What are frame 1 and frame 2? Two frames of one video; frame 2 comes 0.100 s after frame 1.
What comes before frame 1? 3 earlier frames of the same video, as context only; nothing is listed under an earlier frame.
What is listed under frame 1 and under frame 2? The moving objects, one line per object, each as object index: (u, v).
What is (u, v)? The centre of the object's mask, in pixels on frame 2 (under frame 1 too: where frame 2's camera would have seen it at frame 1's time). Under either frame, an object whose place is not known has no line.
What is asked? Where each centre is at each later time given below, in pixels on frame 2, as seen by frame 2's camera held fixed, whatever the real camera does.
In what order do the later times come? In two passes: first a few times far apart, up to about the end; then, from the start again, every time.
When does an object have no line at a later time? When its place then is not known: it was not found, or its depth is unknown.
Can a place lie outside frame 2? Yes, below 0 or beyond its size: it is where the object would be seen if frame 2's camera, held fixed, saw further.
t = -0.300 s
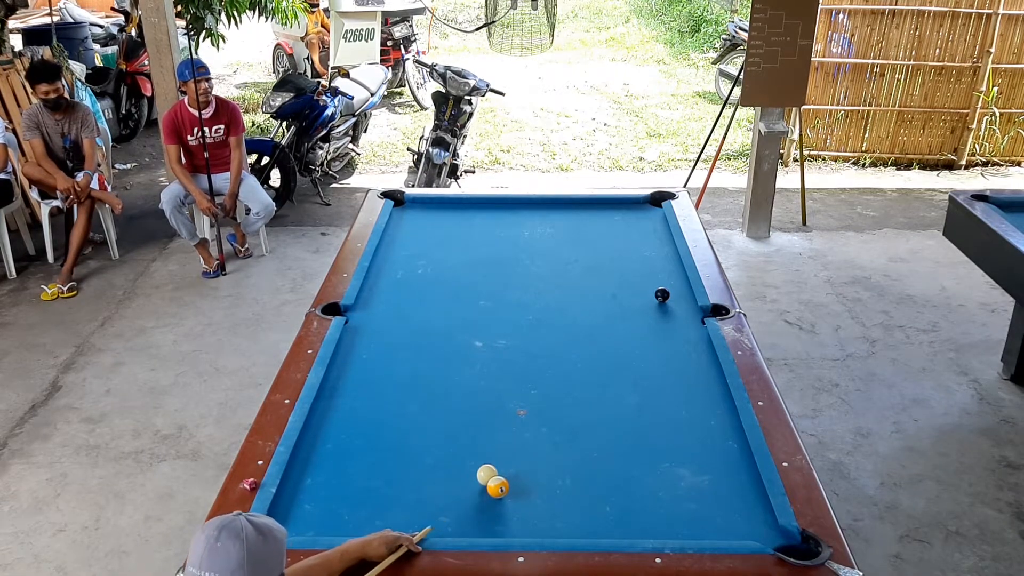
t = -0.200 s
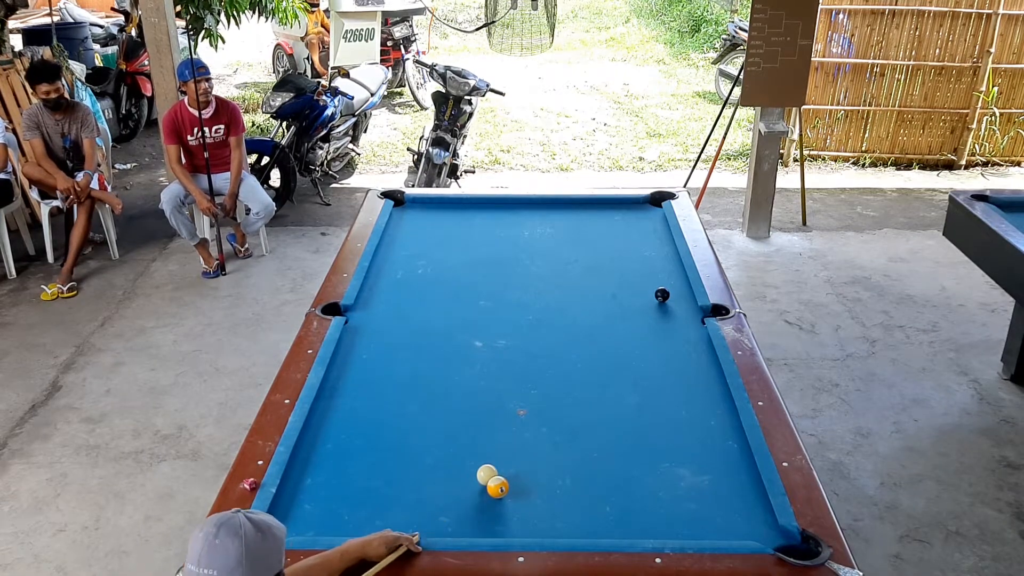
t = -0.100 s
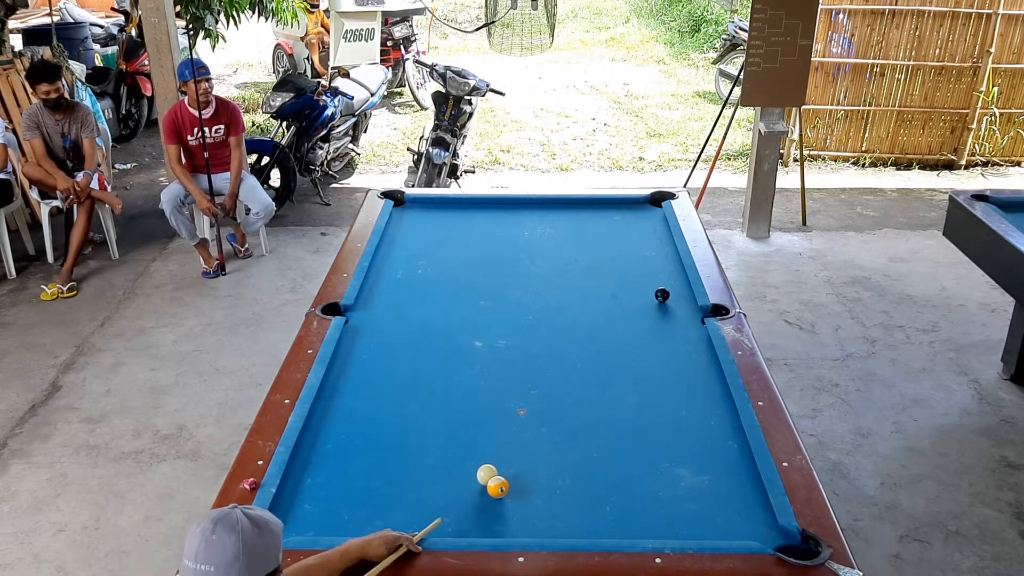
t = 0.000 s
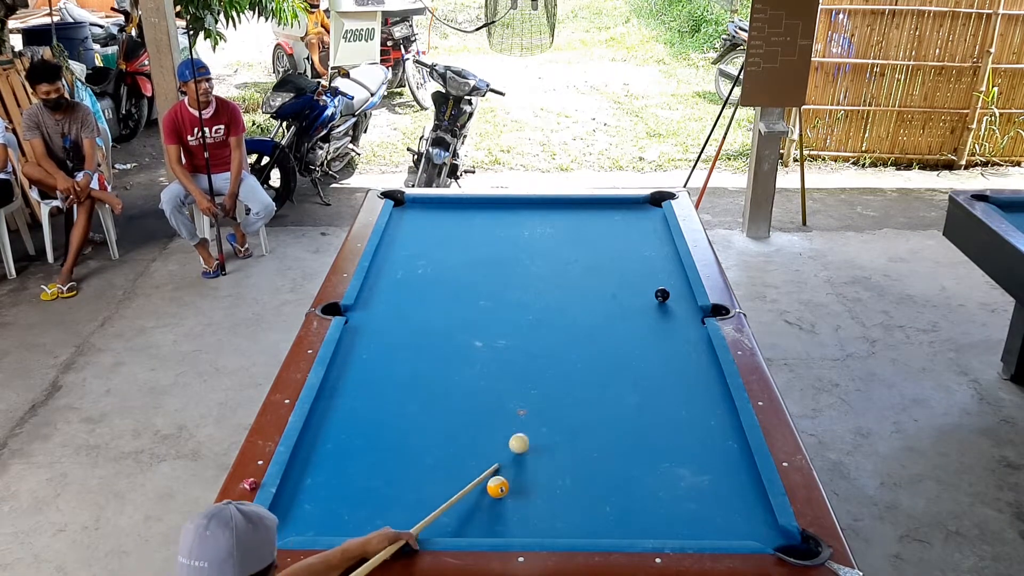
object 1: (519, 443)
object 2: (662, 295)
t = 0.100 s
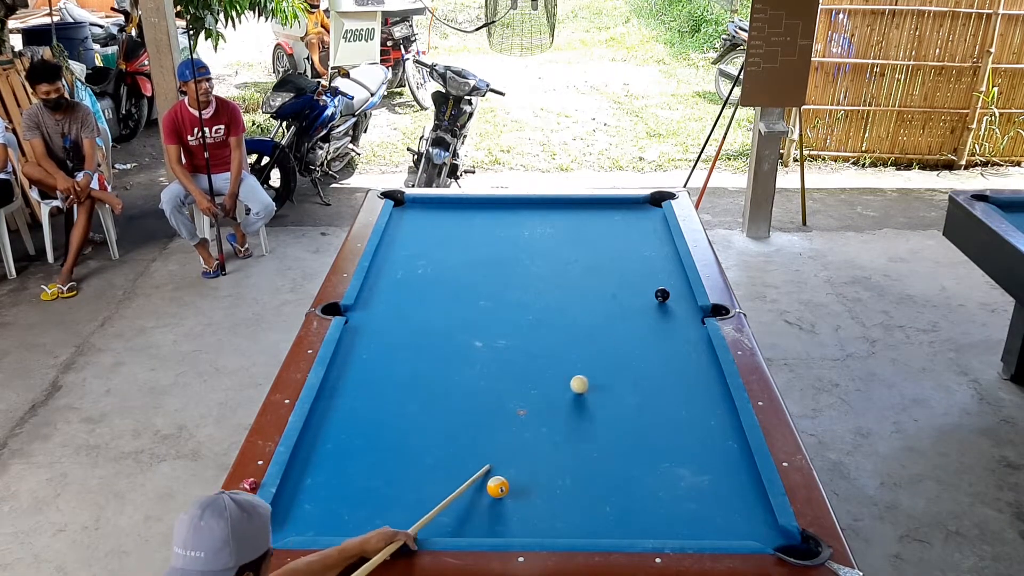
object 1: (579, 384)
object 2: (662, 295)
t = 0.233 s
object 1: (638, 326)
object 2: (662, 295)
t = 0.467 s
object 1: (676, 302)
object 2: (654, 256)
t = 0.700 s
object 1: (642, 305)
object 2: (647, 216)
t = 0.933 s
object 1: (609, 309)
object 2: (644, 203)
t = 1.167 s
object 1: (576, 312)
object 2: (615, 202)
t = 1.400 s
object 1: (545, 315)
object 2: (592, 203)
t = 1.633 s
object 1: (515, 318)
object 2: (570, 205)
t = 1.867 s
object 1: (486, 322)
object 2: (548, 207)
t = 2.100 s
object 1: (457, 325)
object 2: (528, 208)
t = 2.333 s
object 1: (430, 328)
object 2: (508, 210)
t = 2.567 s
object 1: (404, 331)
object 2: (488, 211)
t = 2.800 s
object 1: (379, 334)
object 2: (470, 213)
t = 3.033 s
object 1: (356, 337)
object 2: (453, 214)
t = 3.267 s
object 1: (353, 339)
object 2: (436, 215)
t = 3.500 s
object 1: (363, 340)
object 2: (420, 217)
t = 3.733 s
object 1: (373, 341)
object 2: (405, 218)
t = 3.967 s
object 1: (382, 343)
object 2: (395, 219)
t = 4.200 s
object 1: (390, 344)
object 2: (401, 220)
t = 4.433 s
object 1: (397, 344)
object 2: (407, 220)
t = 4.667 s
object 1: (403, 345)
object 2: (412, 221)
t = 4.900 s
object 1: (409, 345)
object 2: (416, 221)
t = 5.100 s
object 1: (413, 345)
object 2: (419, 222)
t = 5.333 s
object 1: (417, 345)
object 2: (422, 222)
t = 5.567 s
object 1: (420, 345)
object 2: (424, 222)
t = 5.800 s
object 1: (422, 345)
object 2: (425, 222)
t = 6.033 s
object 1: (424, 345)
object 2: (426, 222)
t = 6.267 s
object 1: (424, 345)
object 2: (426, 222)
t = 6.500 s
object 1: (424, 345)
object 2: (426, 222)
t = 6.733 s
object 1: (424, 345)
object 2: (426, 222)
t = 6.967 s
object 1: (424, 345)
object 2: (426, 222)
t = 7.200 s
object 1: (424, 345)
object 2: (426, 222)
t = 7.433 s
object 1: (424, 345)
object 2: (426, 222)
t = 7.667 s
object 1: (424, 345)
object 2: (426, 222)
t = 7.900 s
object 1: (424, 345)
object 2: (426, 222)
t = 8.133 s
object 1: (424, 345)
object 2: (426, 222)
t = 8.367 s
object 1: (424, 345)
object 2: (426, 222)
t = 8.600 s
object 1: (424, 345)
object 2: (426, 222)
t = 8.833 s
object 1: (424, 345)
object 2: (426, 222)
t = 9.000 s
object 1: (424, 345)
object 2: (426, 222)
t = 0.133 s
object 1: (596, 368)
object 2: (662, 295)
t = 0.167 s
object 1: (611, 353)
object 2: (662, 295)
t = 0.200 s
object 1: (625, 339)
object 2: (662, 295)
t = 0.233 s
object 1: (638, 326)
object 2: (662, 295)
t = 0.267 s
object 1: (650, 315)
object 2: (662, 295)
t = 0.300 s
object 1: (661, 304)
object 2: (662, 292)
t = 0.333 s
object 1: (673, 301)
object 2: (660, 288)
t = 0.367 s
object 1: (684, 301)
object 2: (659, 279)
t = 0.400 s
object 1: (687, 301)
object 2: (657, 270)
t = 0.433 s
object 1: (681, 301)
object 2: (656, 263)
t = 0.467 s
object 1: (676, 302)
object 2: (654, 256)
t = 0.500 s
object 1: (671, 302)
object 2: (653, 249)
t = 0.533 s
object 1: (666, 303)
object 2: (652, 243)
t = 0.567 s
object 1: (661, 303)
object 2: (651, 237)
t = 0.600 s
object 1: (656, 303)
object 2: (650, 231)
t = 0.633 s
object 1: (651, 304)
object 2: (649, 226)
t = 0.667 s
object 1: (647, 305)
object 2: (648, 221)
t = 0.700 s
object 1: (642, 305)
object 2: (647, 216)
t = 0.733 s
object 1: (637, 306)
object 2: (646, 212)
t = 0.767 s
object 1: (632, 306)
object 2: (645, 207)
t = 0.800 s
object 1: (628, 307)
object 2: (645, 202)
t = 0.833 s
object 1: (623, 307)
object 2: (650, 202)
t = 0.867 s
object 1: (618, 308)
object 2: (655, 204)
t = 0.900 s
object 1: (613, 308)
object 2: (649, 203)
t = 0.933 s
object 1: (609, 309)
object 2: (644, 203)
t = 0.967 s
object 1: (604, 309)
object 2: (640, 202)
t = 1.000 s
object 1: (600, 310)
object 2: (635, 202)
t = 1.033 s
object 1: (595, 310)
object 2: (631, 202)
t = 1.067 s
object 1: (590, 311)
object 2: (627, 201)
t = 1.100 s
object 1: (586, 311)
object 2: (622, 201)
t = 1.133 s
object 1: (581, 312)
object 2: (619, 202)
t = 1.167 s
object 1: (576, 312)
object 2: (615, 202)
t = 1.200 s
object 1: (572, 313)
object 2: (612, 202)
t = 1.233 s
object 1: (567, 313)
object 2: (609, 202)
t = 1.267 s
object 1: (563, 313)
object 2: (605, 202)
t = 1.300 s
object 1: (558, 314)
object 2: (602, 203)
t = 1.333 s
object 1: (554, 314)
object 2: (599, 203)
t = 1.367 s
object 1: (549, 315)
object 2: (595, 203)
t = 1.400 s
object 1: (545, 315)
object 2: (592, 203)
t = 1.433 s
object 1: (541, 316)
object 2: (589, 203)
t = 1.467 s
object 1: (536, 316)
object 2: (585, 204)
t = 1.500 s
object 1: (532, 317)
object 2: (582, 204)
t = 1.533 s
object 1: (528, 317)
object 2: (579, 204)
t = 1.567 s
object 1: (523, 317)
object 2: (576, 205)
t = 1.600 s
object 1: (519, 318)
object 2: (573, 205)
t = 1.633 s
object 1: (515, 318)
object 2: (570, 205)
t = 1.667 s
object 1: (511, 319)
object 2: (567, 205)
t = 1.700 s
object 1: (506, 319)
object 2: (564, 205)
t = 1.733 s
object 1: (502, 320)
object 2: (561, 206)
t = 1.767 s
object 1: (498, 320)
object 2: (558, 206)
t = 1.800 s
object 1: (494, 321)
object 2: (555, 206)
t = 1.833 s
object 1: (490, 321)
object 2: (551, 206)
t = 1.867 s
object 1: (486, 322)
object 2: (548, 207)
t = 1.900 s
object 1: (481, 322)
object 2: (546, 207)
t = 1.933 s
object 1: (477, 323)
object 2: (542, 207)
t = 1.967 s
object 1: (473, 323)
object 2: (540, 207)
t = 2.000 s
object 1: (469, 323)
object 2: (536, 208)
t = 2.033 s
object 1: (465, 324)
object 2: (533, 208)
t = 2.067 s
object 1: (461, 324)
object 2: (531, 208)
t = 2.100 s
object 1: (457, 325)
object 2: (528, 208)
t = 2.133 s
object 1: (453, 325)
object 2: (525, 209)
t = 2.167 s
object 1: (449, 326)
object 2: (522, 209)
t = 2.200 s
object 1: (445, 326)
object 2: (519, 209)
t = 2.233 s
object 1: (441, 327)
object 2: (516, 209)
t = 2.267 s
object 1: (438, 327)
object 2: (513, 209)
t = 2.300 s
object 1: (434, 327)
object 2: (511, 210)
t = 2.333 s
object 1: (430, 328)
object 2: (508, 210)
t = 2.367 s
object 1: (426, 328)
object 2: (505, 210)
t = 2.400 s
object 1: (422, 329)
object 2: (502, 210)
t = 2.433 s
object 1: (419, 329)
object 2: (499, 210)
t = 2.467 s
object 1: (415, 330)
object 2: (497, 211)
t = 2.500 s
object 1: (411, 330)
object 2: (494, 211)
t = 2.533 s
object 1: (408, 330)
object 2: (491, 211)
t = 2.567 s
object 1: (404, 331)
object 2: (488, 211)
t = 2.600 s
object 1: (400, 331)
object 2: (486, 211)
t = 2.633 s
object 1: (397, 332)
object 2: (483, 212)
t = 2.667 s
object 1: (393, 332)
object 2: (480, 212)
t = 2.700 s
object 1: (390, 333)
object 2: (478, 212)
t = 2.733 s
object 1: (386, 333)
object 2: (475, 212)
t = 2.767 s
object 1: (383, 334)
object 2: (473, 212)
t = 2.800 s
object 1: (379, 334)
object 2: (470, 213)
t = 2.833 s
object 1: (376, 334)
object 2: (468, 213)
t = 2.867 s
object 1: (372, 335)
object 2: (465, 213)
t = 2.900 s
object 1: (369, 335)
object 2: (462, 213)
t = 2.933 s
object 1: (366, 336)
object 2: (460, 213)
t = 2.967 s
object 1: (362, 336)
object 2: (457, 213)
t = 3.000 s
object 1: (359, 337)
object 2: (455, 214)
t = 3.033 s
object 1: (356, 337)
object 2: (453, 214)
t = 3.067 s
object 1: (352, 337)
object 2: (450, 214)
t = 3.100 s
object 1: (349, 338)
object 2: (448, 214)
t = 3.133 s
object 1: (347, 338)
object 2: (445, 215)
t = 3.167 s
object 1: (349, 338)
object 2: (443, 215)
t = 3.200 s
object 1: (350, 339)
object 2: (441, 215)
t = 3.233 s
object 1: (352, 339)
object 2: (438, 215)
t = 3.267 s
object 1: (353, 339)
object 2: (436, 215)
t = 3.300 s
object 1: (355, 339)
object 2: (433, 216)
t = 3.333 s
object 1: (356, 339)
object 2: (431, 216)
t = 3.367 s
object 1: (358, 340)
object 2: (429, 216)
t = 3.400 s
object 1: (359, 340)
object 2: (427, 216)
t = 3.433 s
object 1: (361, 340)
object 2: (424, 216)
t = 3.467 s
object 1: (362, 340)
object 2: (422, 216)
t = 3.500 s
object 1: (363, 340)
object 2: (420, 217)
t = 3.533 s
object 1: (365, 340)
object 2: (418, 217)
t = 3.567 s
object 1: (366, 341)
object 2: (415, 217)
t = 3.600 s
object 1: (368, 341)
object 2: (413, 217)
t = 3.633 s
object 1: (369, 341)
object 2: (411, 217)
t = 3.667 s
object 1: (370, 341)
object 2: (409, 218)
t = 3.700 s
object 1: (372, 341)
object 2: (407, 218)
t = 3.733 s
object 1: (373, 341)
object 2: (405, 218)
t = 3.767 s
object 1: (374, 342)
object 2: (403, 218)
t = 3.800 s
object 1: (376, 342)
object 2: (401, 218)
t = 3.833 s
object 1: (377, 342)
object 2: (399, 219)
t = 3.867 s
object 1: (378, 342)
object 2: (397, 219)
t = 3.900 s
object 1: (379, 342)
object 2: (395, 219)
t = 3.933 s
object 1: (381, 342)
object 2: (394, 219)
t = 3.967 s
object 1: (382, 343)
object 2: (395, 219)
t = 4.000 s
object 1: (383, 343)
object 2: (396, 219)
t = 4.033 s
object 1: (384, 343)
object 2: (397, 220)
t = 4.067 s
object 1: (385, 343)
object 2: (398, 220)
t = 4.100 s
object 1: (386, 343)
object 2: (399, 220)
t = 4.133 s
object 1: (387, 343)
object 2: (400, 220)
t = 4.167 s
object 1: (389, 343)
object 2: (401, 220)
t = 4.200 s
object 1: (390, 344)
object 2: (401, 220)
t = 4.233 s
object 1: (391, 344)
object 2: (402, 220)
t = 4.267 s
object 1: (392, 344)
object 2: (403, 220)
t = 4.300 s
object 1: (393, 344)
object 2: (404, 220)
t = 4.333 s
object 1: (394, 344)
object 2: (405, 220)
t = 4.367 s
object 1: (395, 344)
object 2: (406, 220)
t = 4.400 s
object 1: (396, 344)
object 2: (406, 220)
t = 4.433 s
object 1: (397, 344)
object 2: (407, 220)
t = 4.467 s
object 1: (398, 344)
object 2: (408, 221)
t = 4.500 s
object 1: (399, 344)
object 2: (409, 221)
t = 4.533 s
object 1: (400, 344)
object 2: (409, 221)
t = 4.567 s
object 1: (401, 344)
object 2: (410, 221)
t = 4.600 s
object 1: (402, 345)
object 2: (411, 221)
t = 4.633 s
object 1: (402, 345)
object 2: (411, 221)
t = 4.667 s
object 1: (403, 345)
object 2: (412, 221)
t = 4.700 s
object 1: (404, 345)
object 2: (413, 221)
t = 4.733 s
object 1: (405, 345)
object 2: (414, 221)
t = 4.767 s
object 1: (406, 345)
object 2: (414, 221)
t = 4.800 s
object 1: (407, 345)
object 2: (415, 221)
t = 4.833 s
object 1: (407, 345)
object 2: (415, 221)
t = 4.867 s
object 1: (408, 345)
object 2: (416, 221)
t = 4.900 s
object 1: (409, 345)
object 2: (416, 221)
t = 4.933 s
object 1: (410, 345)
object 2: (417, 221)
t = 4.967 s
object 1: (410, 345)
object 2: (418, 221)
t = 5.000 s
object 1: (411, 345)
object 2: (418, 221)
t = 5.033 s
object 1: (412, 345)
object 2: (418, 222)
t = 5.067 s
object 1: (412, 345)
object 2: (419, 222)
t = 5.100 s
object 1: (413, 345)
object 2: (419, 222)
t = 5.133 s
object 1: (414, 345)
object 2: (420, 222)
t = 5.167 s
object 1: (414, 345)
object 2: (420, 222)
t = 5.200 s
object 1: (415, 345)
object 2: (421, 222)
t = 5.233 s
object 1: (415, 345)
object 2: (421, 222)
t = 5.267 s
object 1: (416, 345)
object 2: (421, 222)
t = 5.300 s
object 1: (417, 345)
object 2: (422, 222)
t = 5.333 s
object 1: (417, 345)
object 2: (422, 222)
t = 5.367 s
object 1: (418, 345)
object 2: (422, 222)
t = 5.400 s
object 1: (418, 345)
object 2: (423, 222)
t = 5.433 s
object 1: (419, 345)
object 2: (423, 222)
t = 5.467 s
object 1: (419, 345)
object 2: (423, 222)
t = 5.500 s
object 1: (419, 345)
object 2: (424, 222)
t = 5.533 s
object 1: (420, 345)
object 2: (424, 222)
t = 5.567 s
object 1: (420, 345)
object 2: (424, 222)
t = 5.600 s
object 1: (420, 345)
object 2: (424, 222)
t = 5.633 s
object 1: (421, 345)
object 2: (424, 222)
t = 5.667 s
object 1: (421, 345)
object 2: (425, 222)
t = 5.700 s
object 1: (421, 345)
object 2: (425, 222)
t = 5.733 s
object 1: (422, 345)
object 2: (425, 222)
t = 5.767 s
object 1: (422, 345)
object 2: (425, 222)
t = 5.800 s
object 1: (422, 345)
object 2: (425, 222)
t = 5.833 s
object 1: (423, 345)
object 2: (425, 222)
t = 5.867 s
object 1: (423, 345)
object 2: (426, 222)
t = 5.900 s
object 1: (423, 345)
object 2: (426, 222)
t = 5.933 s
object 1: (423, 345)
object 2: (426, 222)
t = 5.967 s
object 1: (424, 345)
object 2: (426, 222)
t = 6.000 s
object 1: (424, 345)
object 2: (426, 222)
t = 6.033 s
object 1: (424, 345)
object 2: (426, 222)
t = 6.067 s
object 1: (424, 345)
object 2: (426, 222)
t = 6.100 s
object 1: (424, 345)
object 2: (426, 222)
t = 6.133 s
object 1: (424, 345)
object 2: (426, 222)
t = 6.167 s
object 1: (424, 345)
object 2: (426, 222)
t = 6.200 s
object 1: (424, 345)
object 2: (426, 222)
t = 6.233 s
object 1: (424, 345)
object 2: (426, 222)
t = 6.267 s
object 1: (424, 345)
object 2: (426, 222)
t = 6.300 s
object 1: (424, 345)
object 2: (426, 222)
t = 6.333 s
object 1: (424, 345)
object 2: (426, 222)
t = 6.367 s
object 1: (424, 345)
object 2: (426, 222)
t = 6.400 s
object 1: (424, 345)
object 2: (426, 222)
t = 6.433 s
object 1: (424, 345)
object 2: (426, 222)
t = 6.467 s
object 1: (424, 345)
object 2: (426, 222)
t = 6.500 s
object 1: (424, 345)
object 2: (426, 222)
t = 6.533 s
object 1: (424, 345)
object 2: (426, 222)
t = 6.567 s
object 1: (424, 345)
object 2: (426, 222)
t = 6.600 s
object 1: (424, 345)
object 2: (426, 222)
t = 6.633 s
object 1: (424, 345)
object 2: (426, 222)
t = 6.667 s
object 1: (424, 345)
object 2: (426, 222)
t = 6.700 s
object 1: (424, 345)
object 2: (426, 222)
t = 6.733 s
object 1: (424, 345)
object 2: (426, 222)
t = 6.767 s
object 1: (424, 345)
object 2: (426, 222)
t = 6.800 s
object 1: (424, 345)
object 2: (426, 222)
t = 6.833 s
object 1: (424, 345)
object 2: (426, 222)
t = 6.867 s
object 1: (424, 345)
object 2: (426, 222)
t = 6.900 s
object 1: (424, 345)
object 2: (426, 222)
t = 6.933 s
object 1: (424, 345)
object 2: (426, 222)
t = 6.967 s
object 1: (424, 345)
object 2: (426, 222)
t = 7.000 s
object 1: (424, 345)
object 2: (426, 222)
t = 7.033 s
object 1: (424, 345)
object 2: (426, 222)
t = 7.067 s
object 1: (424, 345)
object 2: (426, 222)
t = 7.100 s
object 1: (424, 345)
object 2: (426, 222)
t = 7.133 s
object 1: (424, 345)
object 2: (426, 222)
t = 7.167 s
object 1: (424, 345)
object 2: (426, 222)
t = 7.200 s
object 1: (424, 345)
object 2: (426, 222)
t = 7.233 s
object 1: (424, 345)
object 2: (426, 222)
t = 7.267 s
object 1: (424, 345)
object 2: (426, 222)
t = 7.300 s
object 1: (424, 345)
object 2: (426, 222)
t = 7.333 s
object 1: (424, 345)
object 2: (426, 222)
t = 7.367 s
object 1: (424, 345)
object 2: (426, 222)
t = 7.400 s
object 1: (424, 345)
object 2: (426, 222)
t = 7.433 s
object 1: (424, 345)
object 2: (426, 222)
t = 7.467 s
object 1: (424, 345)
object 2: (426, 222)
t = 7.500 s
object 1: (424, 345)
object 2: (426, 222)
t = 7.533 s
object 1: (424, 345)
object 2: (426, 222)
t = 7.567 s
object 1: (424, 345)
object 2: (426, 222)
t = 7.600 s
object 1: (424, 345)
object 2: (426, 222)
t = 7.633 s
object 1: (424, 345)
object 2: (426, 222)
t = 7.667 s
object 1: (424, 345)
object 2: (426, 222)
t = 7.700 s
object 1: (424, 345)
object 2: (426, 222)
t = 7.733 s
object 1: (424, 345)
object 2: (426, 222)
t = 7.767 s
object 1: (424, 345)
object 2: (426, 222)
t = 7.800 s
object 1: (424, 345)
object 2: (426, 222)
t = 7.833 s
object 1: (424, 345)
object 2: (426, 222)
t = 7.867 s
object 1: (424, 345)
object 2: (426, 222)
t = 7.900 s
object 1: (424, 345)
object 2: (426, 222)
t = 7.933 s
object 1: (424, 345)
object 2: (426, 222)
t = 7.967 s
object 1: (424, 345)
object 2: (426, 222)
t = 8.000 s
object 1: (424, 345)
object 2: (426, 222)
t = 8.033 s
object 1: (424, 345)
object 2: (426, 222)
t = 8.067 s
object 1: (424, 345)
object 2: (426, 222)
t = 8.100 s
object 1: (424, 345)
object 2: (426, 222)
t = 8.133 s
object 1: (424, 345)
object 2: (426, 222)
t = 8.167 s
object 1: (424, 345)
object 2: (426, 222)
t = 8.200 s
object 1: (424, 345)
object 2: (426, 222)
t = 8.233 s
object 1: (424, 345)
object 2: (426, 222)
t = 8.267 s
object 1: (424, 345)
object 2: (426, 222)
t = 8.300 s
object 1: (424, 345)
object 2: (426, 222)
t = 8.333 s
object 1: (424, 345)
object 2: (426, 222)
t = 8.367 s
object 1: (424, 345)
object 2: (426, 222)
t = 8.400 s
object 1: (424, 345)
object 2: (426, 222)
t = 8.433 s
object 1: (424, 345)
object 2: (426, 222)
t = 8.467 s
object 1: (424, 345)
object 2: (426, 222)
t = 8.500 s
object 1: (424, 345)
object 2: (426, 222)
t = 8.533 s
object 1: (424, 345)
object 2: (426, 222)
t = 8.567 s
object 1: (424, 345)
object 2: (426, 222)
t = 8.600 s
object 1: (424, 345)
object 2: (426, 222)
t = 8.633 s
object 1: (424, 345)
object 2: (426, 222)
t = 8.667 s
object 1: (424, 345)
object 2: (426, 222)
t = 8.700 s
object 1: (424, 345)
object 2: (426, 222)
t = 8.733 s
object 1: (424, 345)
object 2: (426, 222)
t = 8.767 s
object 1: (424, 345)
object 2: (426, 222)
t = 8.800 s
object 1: (424, 345)
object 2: (426, 222)
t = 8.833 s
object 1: (424, 345)
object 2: (426, 222)
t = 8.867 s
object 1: (424, 345)
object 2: (426, 222)
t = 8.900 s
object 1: (424, 345)
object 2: (426, 222)
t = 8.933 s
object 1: (424, 345)
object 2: (426, 222)
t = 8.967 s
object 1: (424, 345)
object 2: (426, 222)
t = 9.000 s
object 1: (424, 345)
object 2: (426, 222)
